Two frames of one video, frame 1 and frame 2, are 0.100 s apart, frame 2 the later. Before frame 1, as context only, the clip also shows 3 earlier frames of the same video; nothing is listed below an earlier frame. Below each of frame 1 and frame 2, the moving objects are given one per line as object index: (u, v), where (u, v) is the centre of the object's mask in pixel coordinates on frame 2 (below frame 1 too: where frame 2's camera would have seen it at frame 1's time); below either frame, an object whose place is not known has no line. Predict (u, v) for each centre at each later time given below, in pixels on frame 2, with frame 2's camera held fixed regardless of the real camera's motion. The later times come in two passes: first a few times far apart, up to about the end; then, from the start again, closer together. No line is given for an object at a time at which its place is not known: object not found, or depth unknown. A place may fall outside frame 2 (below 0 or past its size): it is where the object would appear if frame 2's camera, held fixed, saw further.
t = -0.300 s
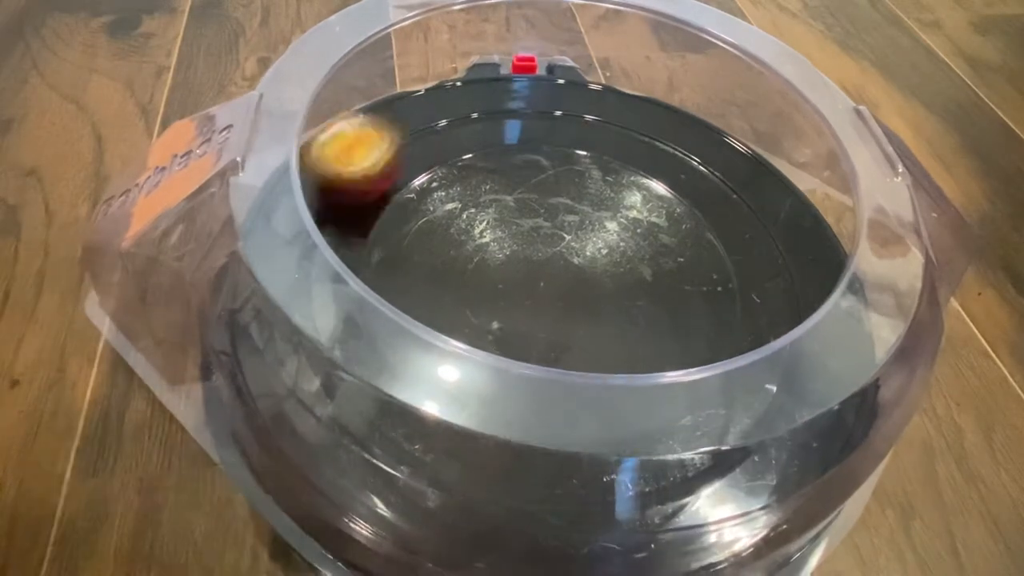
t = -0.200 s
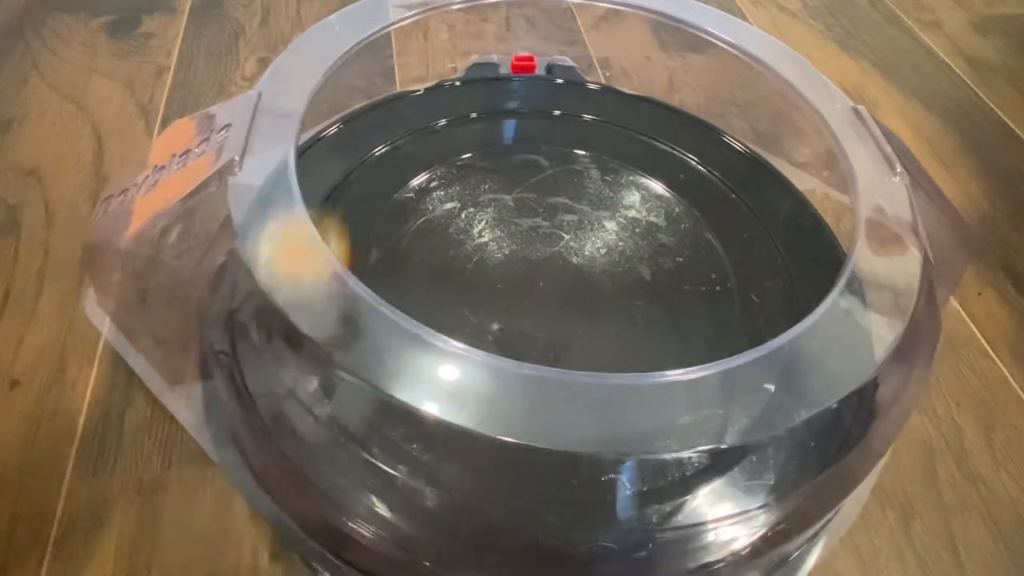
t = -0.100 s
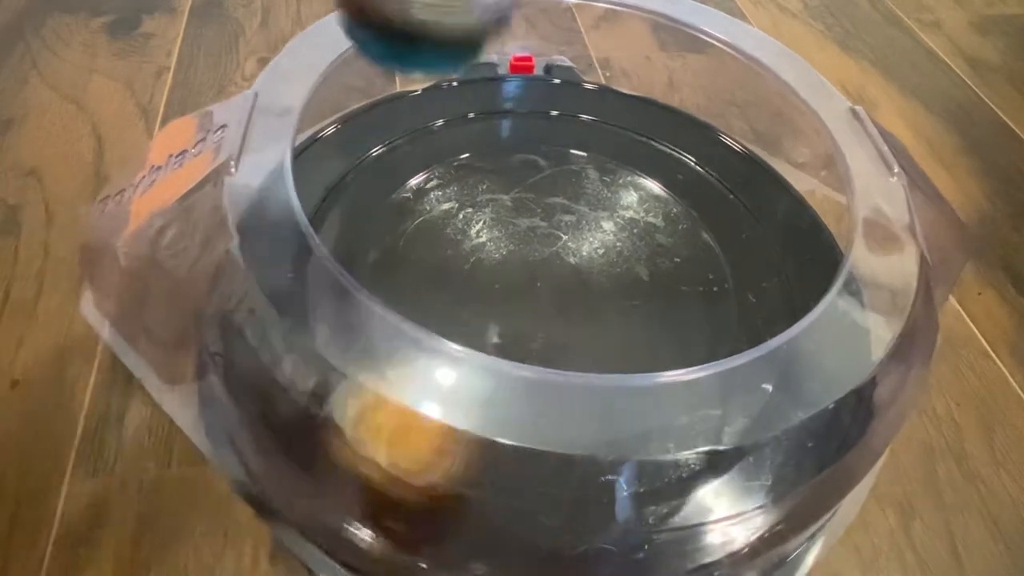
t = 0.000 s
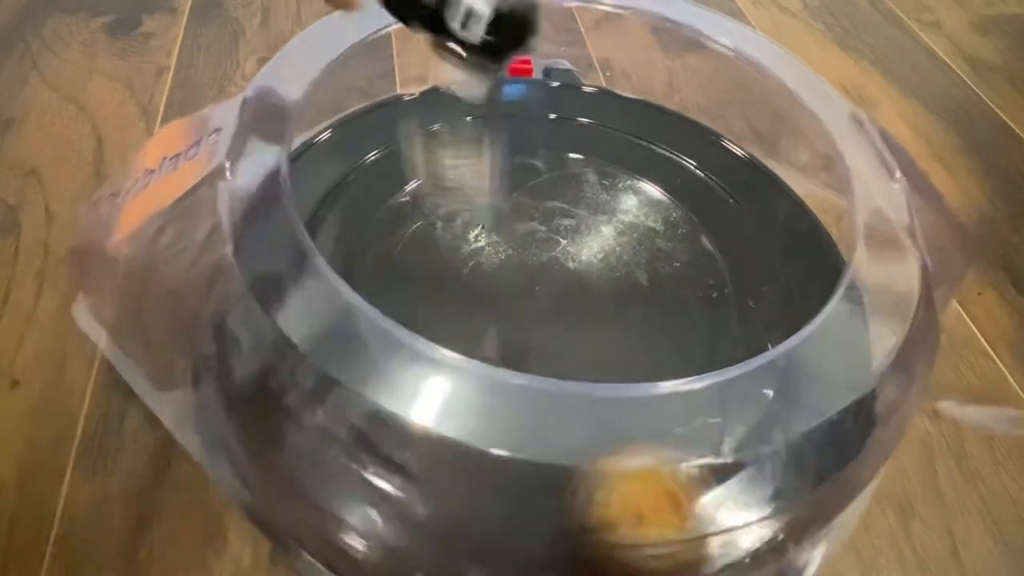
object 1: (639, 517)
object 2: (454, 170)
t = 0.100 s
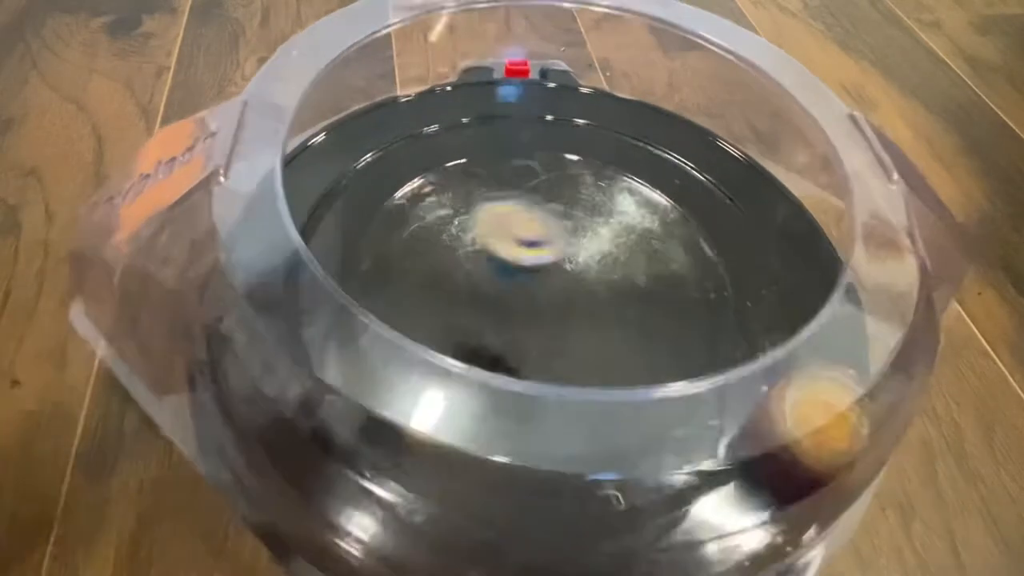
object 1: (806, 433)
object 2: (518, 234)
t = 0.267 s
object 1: (807, 231)
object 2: (644, 326)
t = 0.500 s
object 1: (640, 188)
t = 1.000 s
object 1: (408, 257)
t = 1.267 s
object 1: (604, 343)
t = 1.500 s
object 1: (678, 249)
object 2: (453, 316)
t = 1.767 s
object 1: (577, 135)
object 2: (580, 284)
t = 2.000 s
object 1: (535, 115)
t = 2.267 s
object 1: (501, 195)
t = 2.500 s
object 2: (635, 322)
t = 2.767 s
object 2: (718, 266)
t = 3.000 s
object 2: (739, 142)
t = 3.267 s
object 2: (655, 135)
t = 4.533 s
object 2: (754, 190)
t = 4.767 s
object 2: (561, 121)
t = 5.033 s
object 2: (348, 178)
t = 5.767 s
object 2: (730, 182)
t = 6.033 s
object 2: (412, 130)
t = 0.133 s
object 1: (831, 373)
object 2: (548, 235)
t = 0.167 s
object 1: (803, 311)
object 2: (582, 253)
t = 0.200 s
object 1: (809, 284)
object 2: (609, 316)
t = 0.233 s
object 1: (811, 259)
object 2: (628, 331)
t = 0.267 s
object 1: (807, 231)
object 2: (644, 326)
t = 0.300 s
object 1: (798, 194)
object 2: (654, 322)
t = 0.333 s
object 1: (774, 192)
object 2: (656, 325)
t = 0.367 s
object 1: (747, 194)
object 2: (656, 323)
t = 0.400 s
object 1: (722, 190)
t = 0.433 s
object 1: (696, 188)
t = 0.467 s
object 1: (668, 190)
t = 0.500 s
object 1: (640, 188)
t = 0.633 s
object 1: (524, 169)
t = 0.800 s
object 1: (426, 175)
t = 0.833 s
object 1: (414, 183)
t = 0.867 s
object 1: (407, 193)
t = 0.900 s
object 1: (402, 205)
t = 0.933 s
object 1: (400, 220)
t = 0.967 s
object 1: (402, 238)
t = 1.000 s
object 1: (408, 257)
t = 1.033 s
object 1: (416, 273)
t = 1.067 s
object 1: (433, 290)
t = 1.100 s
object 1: (455, 306)
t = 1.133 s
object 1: (482, 321)
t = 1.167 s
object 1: (510, 333)
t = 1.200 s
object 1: (542, 340)
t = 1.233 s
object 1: (574, 345)
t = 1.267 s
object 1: (604, 343)
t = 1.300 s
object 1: (626, 340)
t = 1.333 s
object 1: (647, 333)
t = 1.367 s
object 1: (664, 319)
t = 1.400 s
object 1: (674, 300)
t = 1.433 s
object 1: (680, 283)
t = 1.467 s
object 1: (681, 265)
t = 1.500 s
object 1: (678, 249)
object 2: (453, 316)
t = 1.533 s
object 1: (671, 229)
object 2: (471, 311)
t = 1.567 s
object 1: (660, 211)
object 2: (490, 310)
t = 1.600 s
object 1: (647, 197)
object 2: (509, 308)
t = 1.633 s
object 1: (632, 186)
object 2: (528, 302)
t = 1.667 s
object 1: (614, 178)
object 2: (548, 288)
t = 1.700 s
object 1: (596, 169)
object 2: (570, 271)
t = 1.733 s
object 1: (586, 156)
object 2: (576, 276)
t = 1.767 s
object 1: (577, 135)
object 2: (580, 284)
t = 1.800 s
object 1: (567, 125)
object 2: (583, 290)
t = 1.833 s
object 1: (558, 118)
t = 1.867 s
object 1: (552, 113)
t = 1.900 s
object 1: (546, 108)
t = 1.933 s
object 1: (543, 108)
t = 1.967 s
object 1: (539, 110)
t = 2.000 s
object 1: (535, 115)
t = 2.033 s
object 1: (534, 117)
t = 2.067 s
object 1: (531, 121)
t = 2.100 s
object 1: (530, 127)
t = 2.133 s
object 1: (527, 135)
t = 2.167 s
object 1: (522, 149)
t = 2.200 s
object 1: (516, 166)
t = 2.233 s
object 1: (508, 181)
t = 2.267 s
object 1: (501, 195)
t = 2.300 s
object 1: (494, 204)
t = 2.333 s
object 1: (489, 210)
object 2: (561, 277)
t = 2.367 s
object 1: (483, 219)
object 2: (579, 289)
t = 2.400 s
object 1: (480, 231)
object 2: (594, 313)
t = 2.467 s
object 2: (623, 323)
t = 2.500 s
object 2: (635, 322)
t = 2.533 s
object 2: (642, 334)
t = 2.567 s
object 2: (651, 330)
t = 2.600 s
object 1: (539, 325)
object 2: (658, 312)
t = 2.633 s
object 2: (660, 308)
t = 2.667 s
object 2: (680, 299)
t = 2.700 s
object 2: (701, 272)
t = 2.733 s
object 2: (716, 257)
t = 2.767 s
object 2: (718, 266)
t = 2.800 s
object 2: (730, 218)
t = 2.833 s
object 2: (730, 204)
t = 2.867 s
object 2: (733, 186)
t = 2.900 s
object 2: (736, 175)
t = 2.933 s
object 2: (741, 163)
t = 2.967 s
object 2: (743, 149)
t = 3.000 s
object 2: (739, 142)
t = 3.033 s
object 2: (737, 135)
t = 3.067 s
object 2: (723, 132)
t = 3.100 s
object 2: (715, 126)
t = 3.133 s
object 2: (705, 126)
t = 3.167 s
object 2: (696, 124)
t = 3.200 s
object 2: (686, 127)
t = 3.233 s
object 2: (669, 133)
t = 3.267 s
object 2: (655, 135)
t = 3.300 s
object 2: (646, 135)
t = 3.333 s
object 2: (631, 161)
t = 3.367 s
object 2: (618, 169)
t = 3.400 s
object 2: (599, 177)
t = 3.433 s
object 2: (577, 177)
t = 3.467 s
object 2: (553, 180)
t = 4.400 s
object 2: (803, 271)
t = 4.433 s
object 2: (795, 251)
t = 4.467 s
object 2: (783, 228)
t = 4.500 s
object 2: (770, 208)
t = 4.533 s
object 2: (754, 190)
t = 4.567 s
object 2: (733, 175)
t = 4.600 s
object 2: (710, 159)
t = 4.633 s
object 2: (682, 145)
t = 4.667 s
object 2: (651, 140)
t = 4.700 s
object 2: (623, 134)
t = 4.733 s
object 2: (591, 131)
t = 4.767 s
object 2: (561, 121)
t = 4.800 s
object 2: (529, 127)
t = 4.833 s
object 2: (503, 125)
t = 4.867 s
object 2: (476, 126)
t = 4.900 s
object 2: (446, 130)
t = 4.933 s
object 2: (416, 134)
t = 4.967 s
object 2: (390, 146)
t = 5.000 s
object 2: (366, 160)
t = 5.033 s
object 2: (348, 178)
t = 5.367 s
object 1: (618, 235)
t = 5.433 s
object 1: (583, 217)
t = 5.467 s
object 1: (561, 214)
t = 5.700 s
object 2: (781, 252)
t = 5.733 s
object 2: (760, 214)
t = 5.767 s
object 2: (730, 182)
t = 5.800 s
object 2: (700, 158)
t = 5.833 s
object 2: (663, 132)
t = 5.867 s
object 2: (623, 122)
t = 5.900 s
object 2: (578, 113)
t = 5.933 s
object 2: (538, 108)
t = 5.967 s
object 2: (500, 106)
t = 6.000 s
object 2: (454, 115)
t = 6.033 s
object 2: (412, 130)
